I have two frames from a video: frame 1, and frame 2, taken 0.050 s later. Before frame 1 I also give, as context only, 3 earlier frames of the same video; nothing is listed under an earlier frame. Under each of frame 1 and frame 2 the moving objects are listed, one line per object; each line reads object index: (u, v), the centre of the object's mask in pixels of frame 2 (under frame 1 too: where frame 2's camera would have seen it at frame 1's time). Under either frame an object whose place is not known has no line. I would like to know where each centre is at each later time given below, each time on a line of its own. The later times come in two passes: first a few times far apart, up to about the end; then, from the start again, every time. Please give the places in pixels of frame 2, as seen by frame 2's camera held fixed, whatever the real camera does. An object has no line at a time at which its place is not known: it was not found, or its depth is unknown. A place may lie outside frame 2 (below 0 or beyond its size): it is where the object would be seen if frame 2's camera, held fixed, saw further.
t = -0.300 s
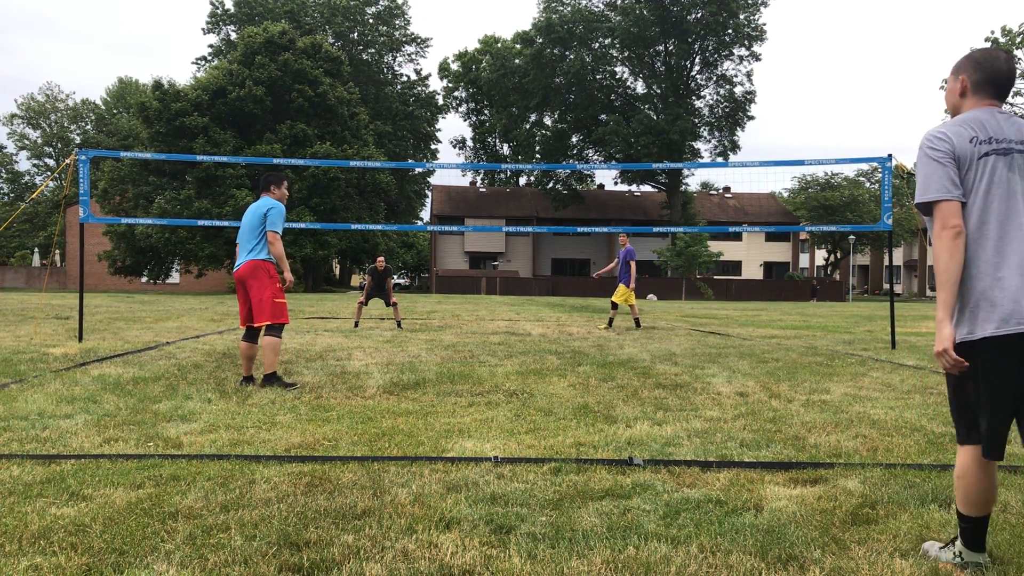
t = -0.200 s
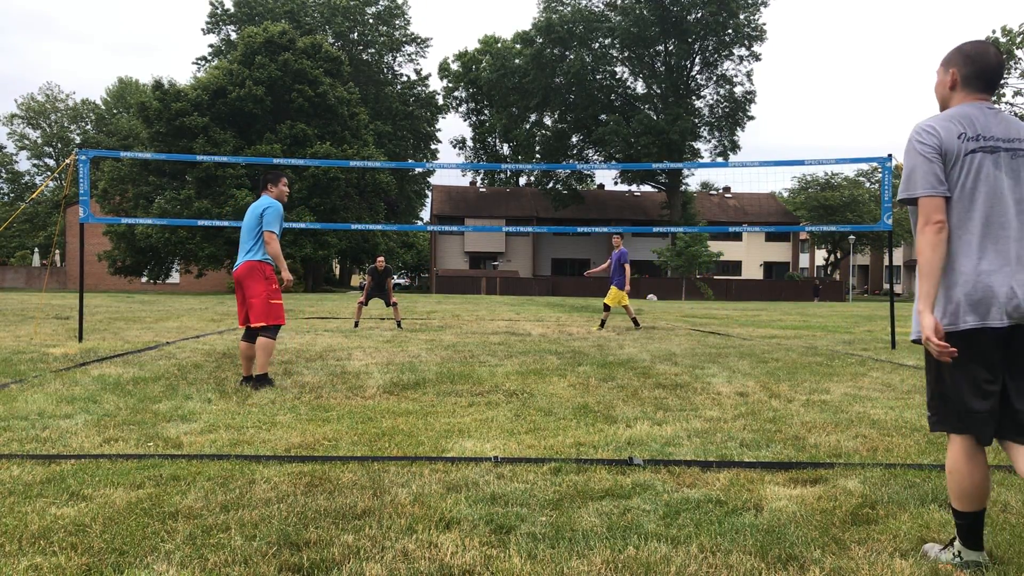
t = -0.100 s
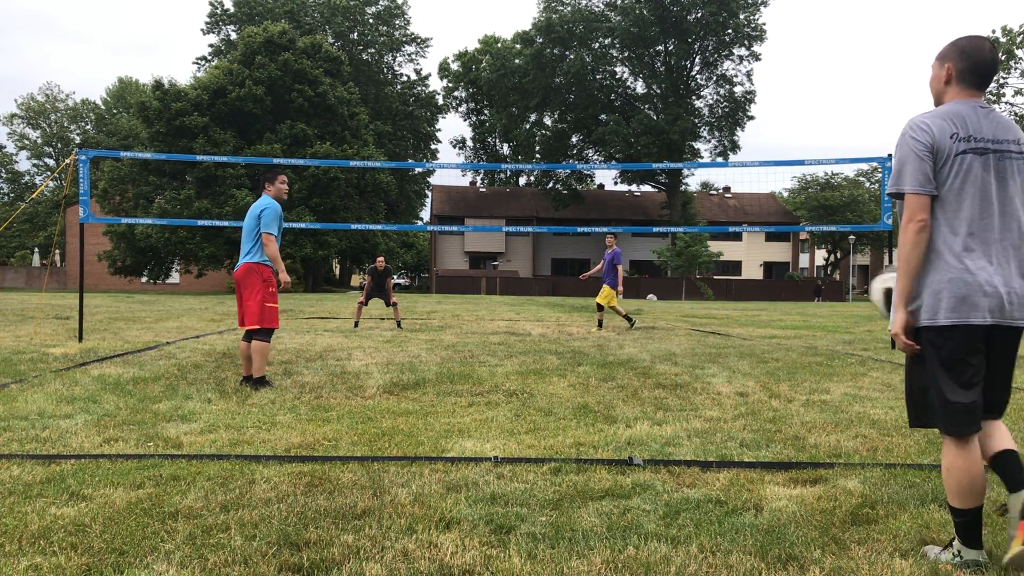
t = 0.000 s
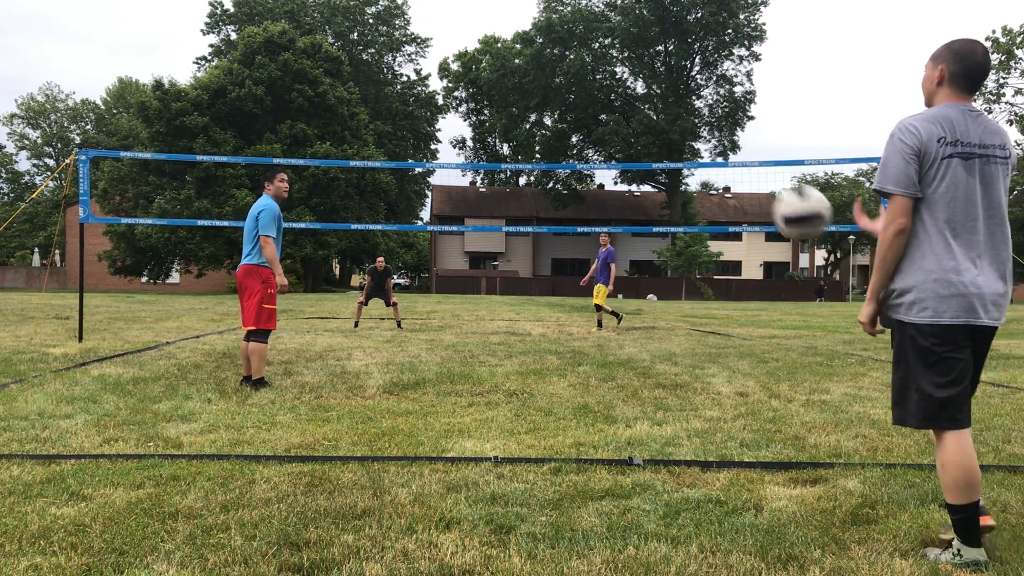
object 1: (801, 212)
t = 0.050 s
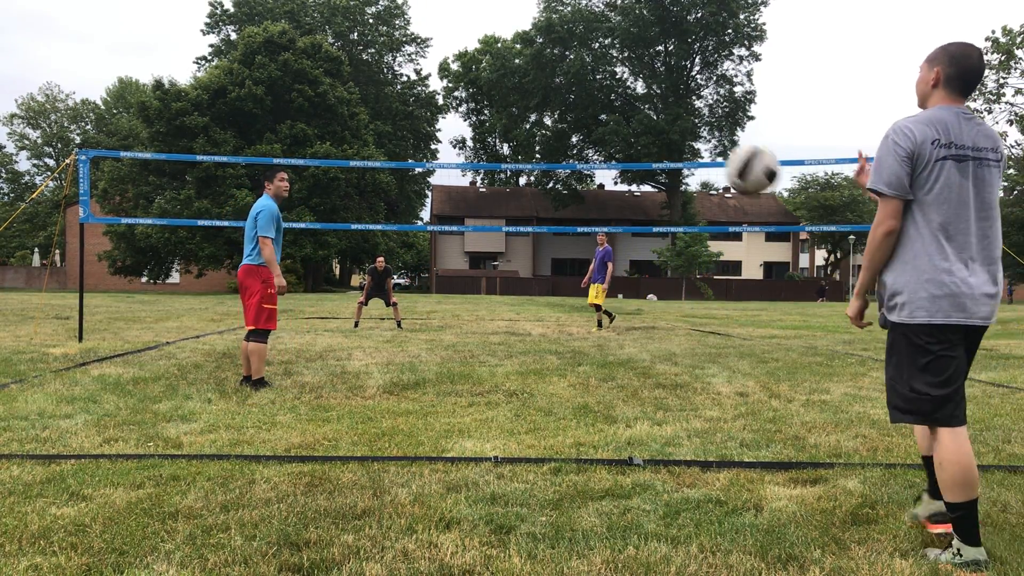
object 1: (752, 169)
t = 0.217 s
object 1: (616, 85)
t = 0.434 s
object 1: (483, 78)
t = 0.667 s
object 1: (373, 156)
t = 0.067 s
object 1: (736, 156)
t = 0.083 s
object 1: (721, 144)
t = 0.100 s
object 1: (707, 135)
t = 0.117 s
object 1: (693, 125)
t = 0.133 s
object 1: (680, 116)
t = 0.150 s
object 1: (667, 108)
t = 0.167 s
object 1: (654, 101)
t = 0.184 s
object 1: (641, 95)
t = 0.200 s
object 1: (628, 90)
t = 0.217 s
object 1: (616, 85)
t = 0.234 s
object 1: (605, 81)
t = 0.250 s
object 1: (593, 78)
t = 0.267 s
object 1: (582, 75)
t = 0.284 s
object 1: (571, 73)
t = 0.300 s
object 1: (561, 72)
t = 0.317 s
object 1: (550, 71)
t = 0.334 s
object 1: (540, 70)
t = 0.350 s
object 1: (530, 70)
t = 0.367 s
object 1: (520, 71)
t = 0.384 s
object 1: (511, 73)
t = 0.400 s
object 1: (501, 74)
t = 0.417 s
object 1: (492, 76)
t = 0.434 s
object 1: (483, 78)
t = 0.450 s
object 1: (474, 81)
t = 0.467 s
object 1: (466, 86)
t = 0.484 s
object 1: (458, 89)
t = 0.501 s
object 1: (450, 93)
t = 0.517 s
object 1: (441, 99)
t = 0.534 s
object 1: (432, 104)
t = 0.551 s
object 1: (424, 109)
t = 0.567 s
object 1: (416, 115)
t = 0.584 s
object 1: (409, 122)
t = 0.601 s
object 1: (402, 128)
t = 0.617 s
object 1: (394, 134)
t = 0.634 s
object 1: (387, 141)
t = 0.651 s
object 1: (380, 149)
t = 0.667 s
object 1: (373, 156)
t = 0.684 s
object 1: (366, 165)
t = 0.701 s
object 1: (360, 173)
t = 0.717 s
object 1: (353, 181)
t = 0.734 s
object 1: (347, 190)
